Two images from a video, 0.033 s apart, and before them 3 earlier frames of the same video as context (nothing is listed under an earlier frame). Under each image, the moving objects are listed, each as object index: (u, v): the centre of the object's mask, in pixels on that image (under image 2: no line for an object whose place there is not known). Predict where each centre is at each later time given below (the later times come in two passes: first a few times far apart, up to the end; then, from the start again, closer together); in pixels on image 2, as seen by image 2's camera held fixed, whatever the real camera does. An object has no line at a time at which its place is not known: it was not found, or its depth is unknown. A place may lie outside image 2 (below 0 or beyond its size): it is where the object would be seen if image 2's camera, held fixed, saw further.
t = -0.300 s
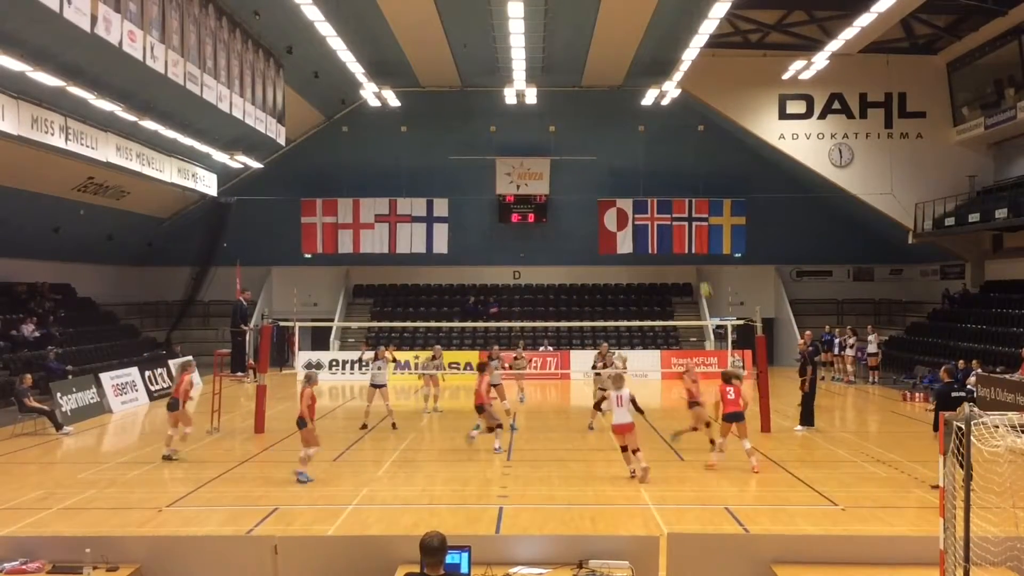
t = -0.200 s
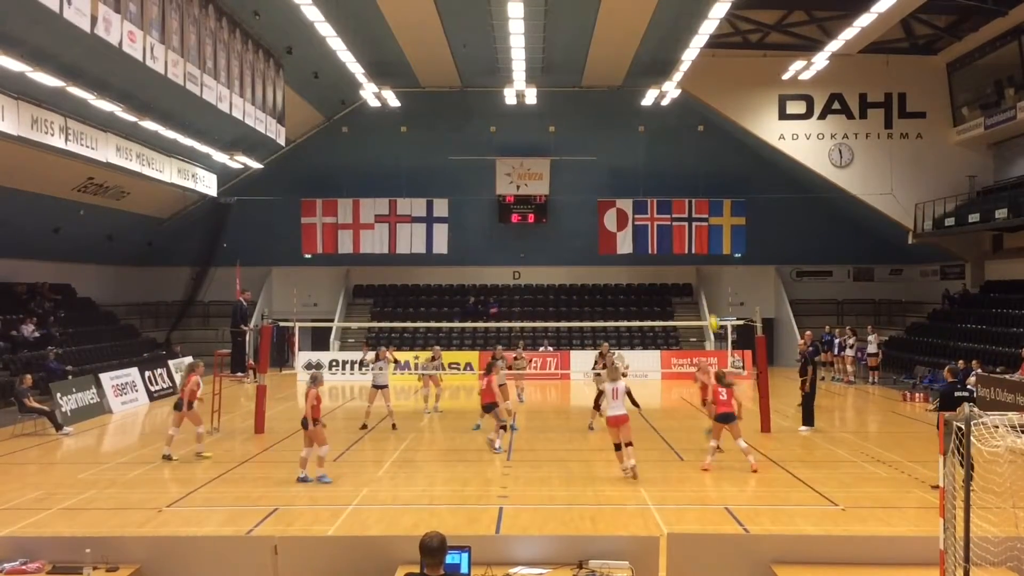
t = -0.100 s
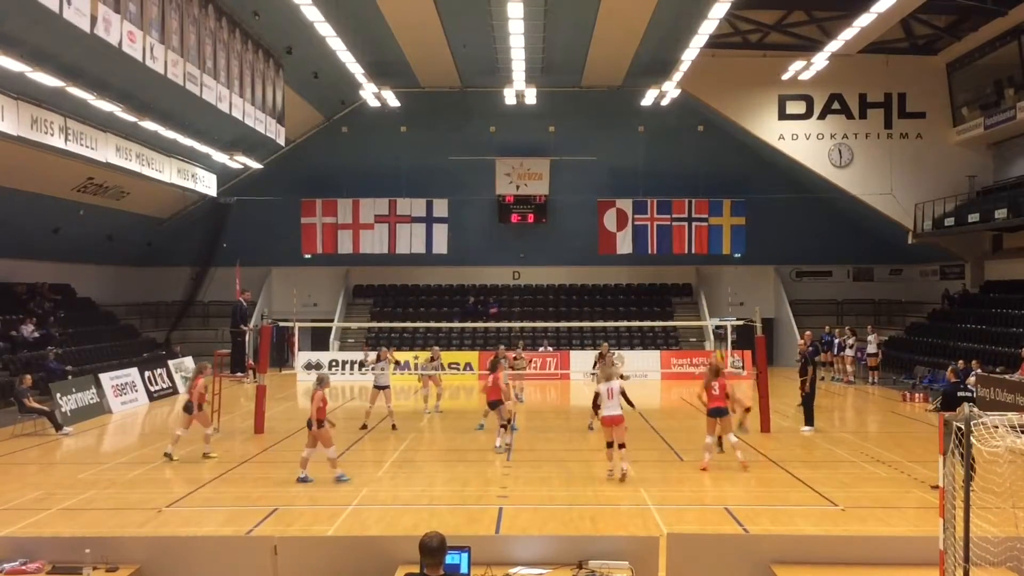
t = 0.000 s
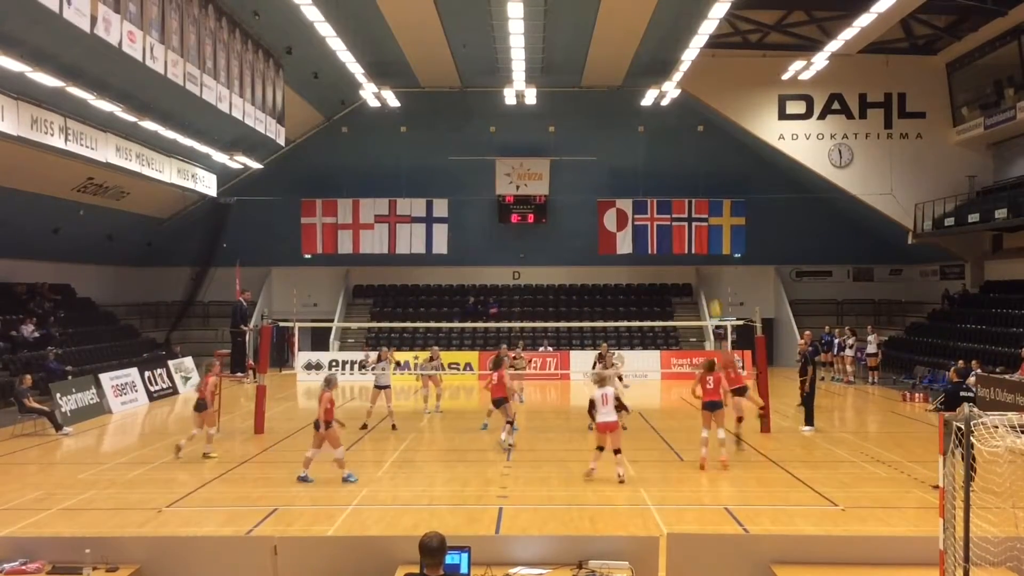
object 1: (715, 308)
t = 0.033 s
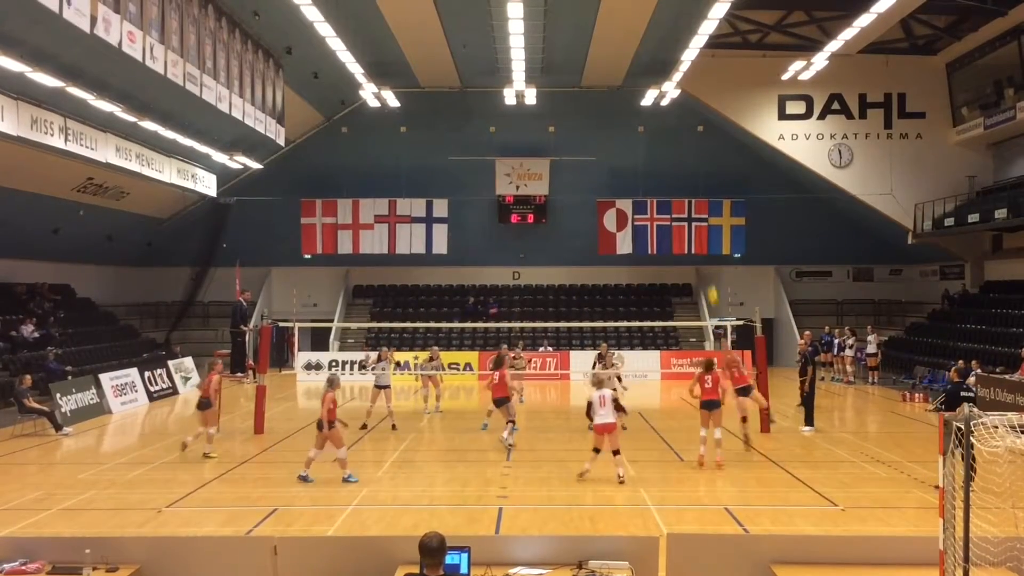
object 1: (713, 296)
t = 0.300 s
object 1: (698, 206)
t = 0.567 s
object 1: (683, 160)
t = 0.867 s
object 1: (667, 154)
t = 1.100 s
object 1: (654, 181)
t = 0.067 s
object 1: (711, 282)
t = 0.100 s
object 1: (708, 268)
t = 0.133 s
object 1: (706, 256)
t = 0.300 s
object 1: (698, 206)
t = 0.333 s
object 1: (696, 198)
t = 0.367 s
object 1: (694, 191)
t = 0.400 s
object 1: (692, 184)
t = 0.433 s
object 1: (691, 178)
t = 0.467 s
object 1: (689, 173)
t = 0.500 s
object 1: (687, 167)
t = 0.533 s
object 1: (685, 163)
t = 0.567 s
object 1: (683, 160)
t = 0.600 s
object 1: (681, 157)
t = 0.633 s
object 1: (679, 154)
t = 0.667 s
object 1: (677, 152)
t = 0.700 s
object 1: (675, 151)
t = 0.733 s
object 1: (674, 151)
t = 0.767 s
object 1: (672, 151)
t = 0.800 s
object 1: (670, 151)
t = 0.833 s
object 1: (669, 152)
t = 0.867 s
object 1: (667, 154)
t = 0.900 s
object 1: (665, 156)
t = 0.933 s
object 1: (664, 158)
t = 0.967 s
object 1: (662, 162)
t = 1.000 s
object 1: (660, 166)
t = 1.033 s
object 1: (658, 171)
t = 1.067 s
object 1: (657, 176)
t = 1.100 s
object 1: (654, 181)
